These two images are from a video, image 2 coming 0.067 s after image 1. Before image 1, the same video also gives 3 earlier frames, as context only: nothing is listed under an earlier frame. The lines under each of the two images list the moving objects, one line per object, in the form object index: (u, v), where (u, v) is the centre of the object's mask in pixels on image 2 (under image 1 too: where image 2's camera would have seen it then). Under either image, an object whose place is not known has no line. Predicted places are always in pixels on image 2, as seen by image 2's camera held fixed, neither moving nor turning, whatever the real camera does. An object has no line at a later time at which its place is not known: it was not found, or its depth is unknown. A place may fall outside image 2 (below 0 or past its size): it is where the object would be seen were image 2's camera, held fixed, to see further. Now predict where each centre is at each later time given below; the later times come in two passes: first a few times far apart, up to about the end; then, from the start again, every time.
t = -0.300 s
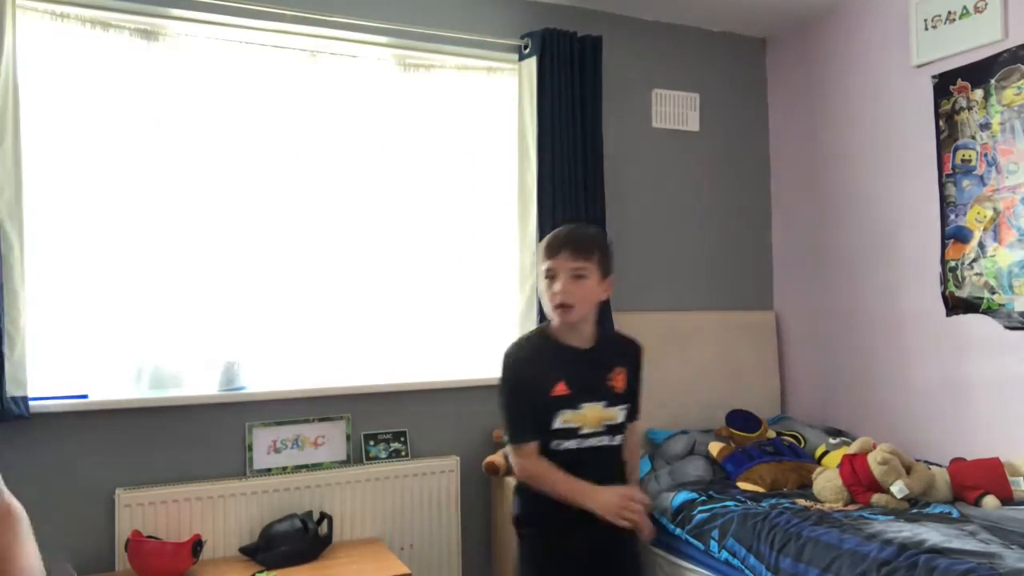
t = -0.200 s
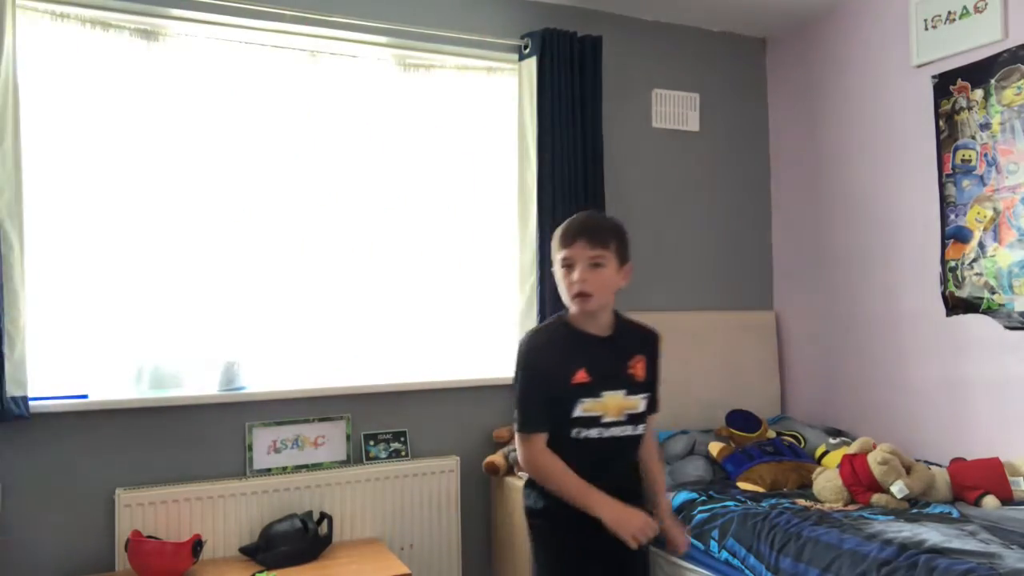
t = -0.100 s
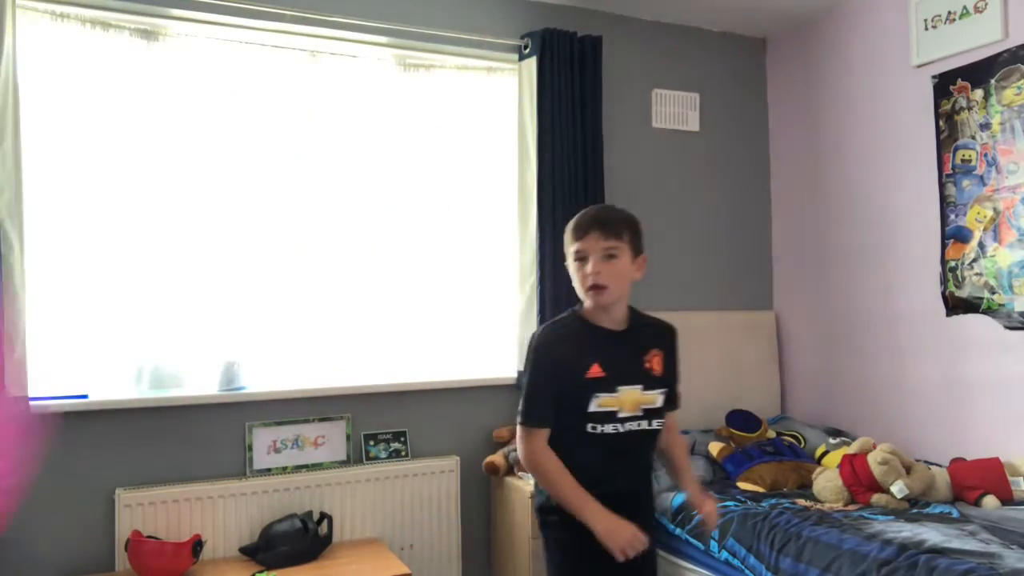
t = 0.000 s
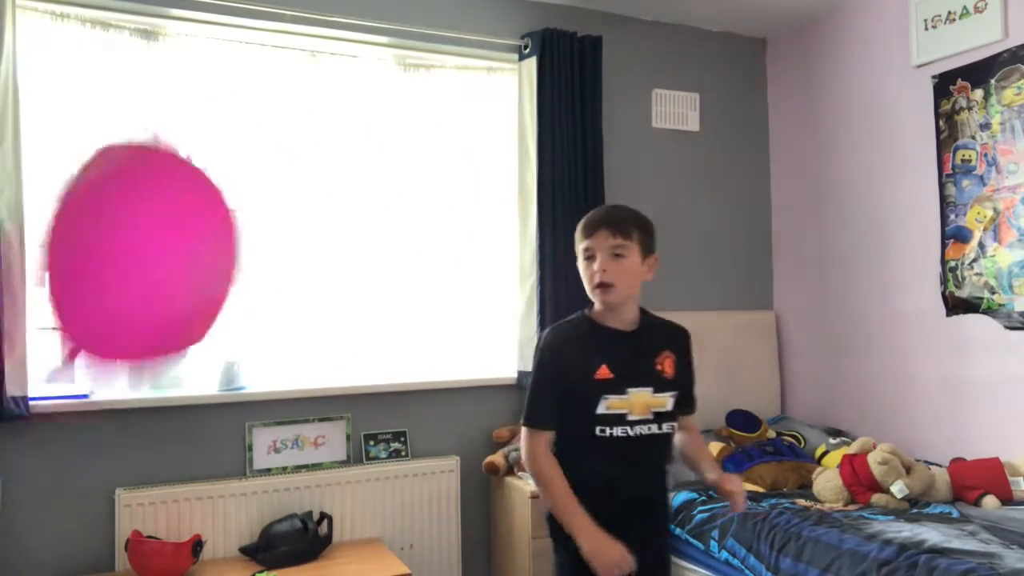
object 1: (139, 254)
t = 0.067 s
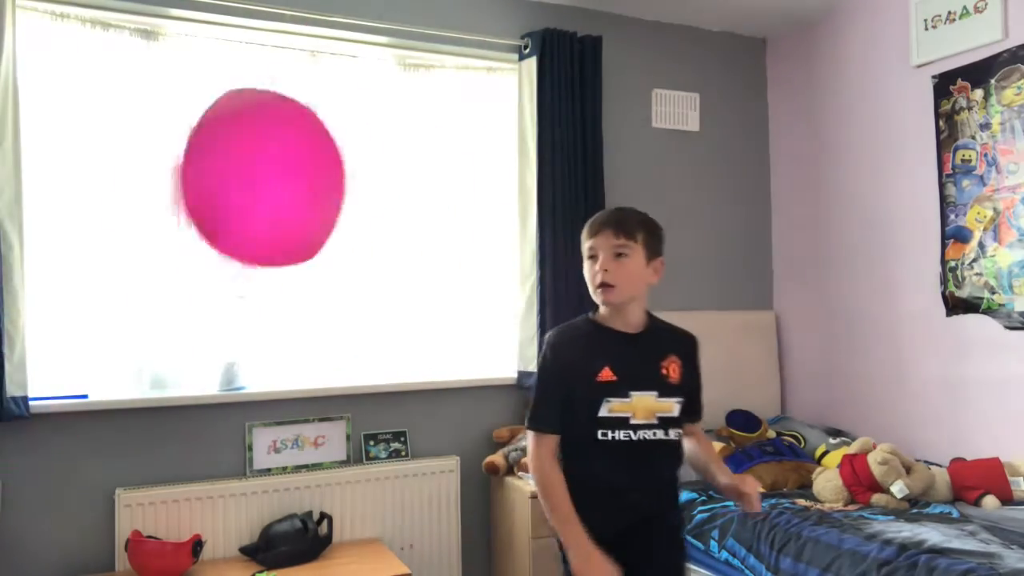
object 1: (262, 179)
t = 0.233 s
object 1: (429, 104)
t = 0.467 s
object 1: (545, 112)
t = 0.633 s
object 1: (598, 148)
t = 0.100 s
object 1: (309, 154)
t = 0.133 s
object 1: (348, 135)
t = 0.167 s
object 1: (379, 120)
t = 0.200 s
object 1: (406, 110)
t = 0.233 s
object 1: (429, 104)
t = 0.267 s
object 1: (451, 100)
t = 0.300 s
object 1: (473, 97)
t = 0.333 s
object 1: (490, 98)
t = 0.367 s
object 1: (505, 100)
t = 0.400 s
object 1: (519, 102)
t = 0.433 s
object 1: (533, 107)
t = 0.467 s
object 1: (545, 112)
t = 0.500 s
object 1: (557, 118)
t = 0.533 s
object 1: (569, 124)
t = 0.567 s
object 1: (580, 132)
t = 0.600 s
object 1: (590, 139)
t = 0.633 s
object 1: (598, 148)
